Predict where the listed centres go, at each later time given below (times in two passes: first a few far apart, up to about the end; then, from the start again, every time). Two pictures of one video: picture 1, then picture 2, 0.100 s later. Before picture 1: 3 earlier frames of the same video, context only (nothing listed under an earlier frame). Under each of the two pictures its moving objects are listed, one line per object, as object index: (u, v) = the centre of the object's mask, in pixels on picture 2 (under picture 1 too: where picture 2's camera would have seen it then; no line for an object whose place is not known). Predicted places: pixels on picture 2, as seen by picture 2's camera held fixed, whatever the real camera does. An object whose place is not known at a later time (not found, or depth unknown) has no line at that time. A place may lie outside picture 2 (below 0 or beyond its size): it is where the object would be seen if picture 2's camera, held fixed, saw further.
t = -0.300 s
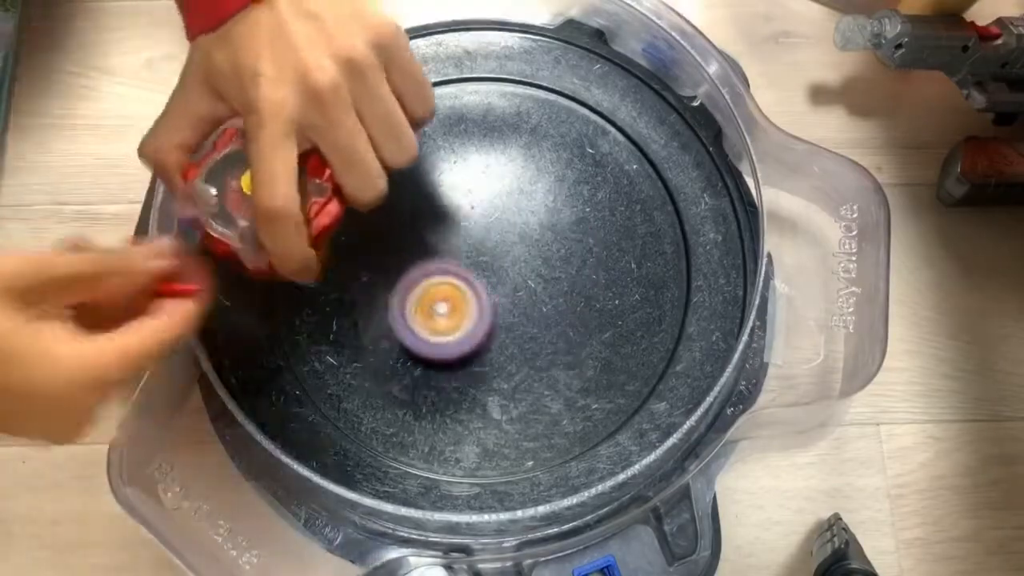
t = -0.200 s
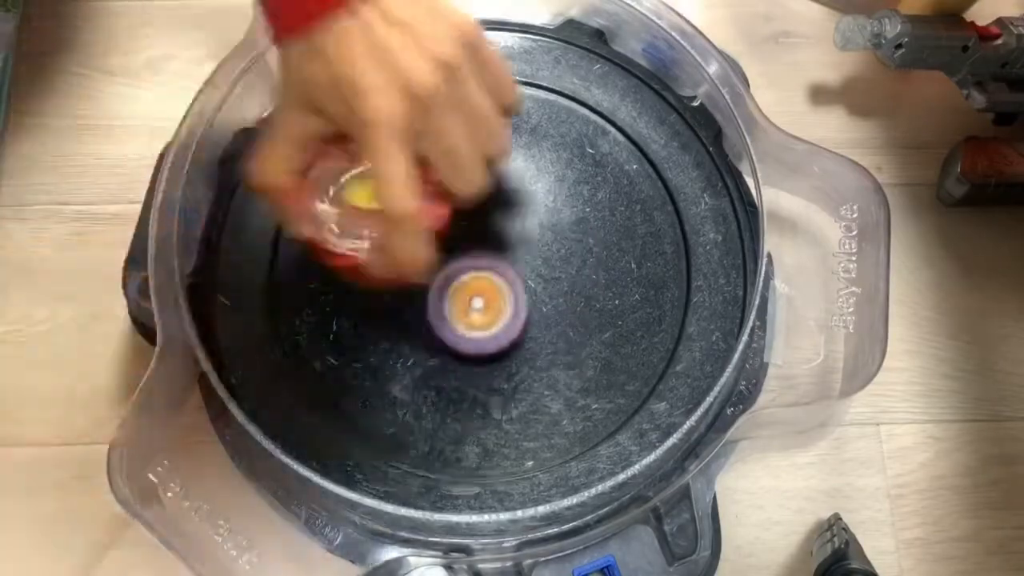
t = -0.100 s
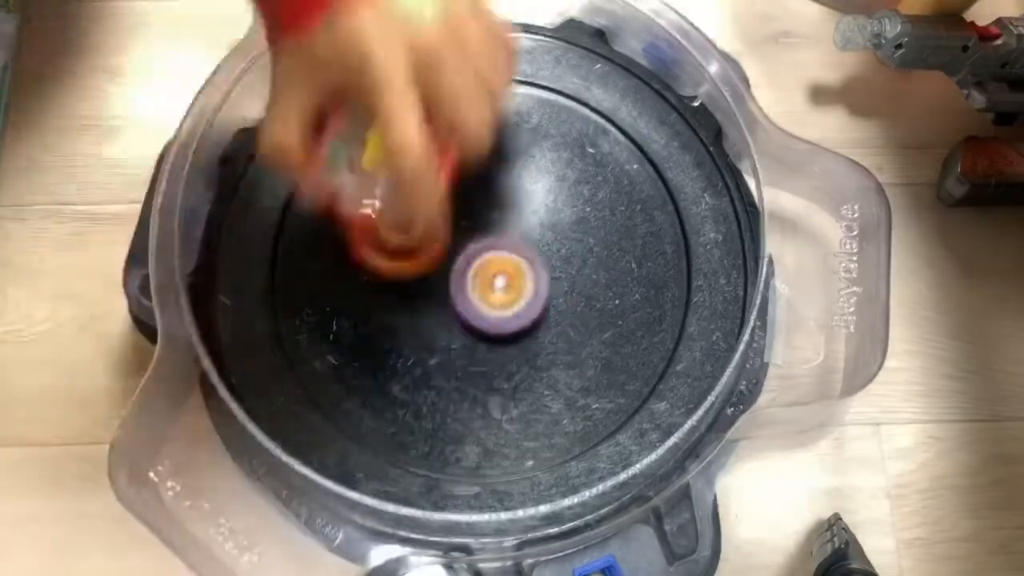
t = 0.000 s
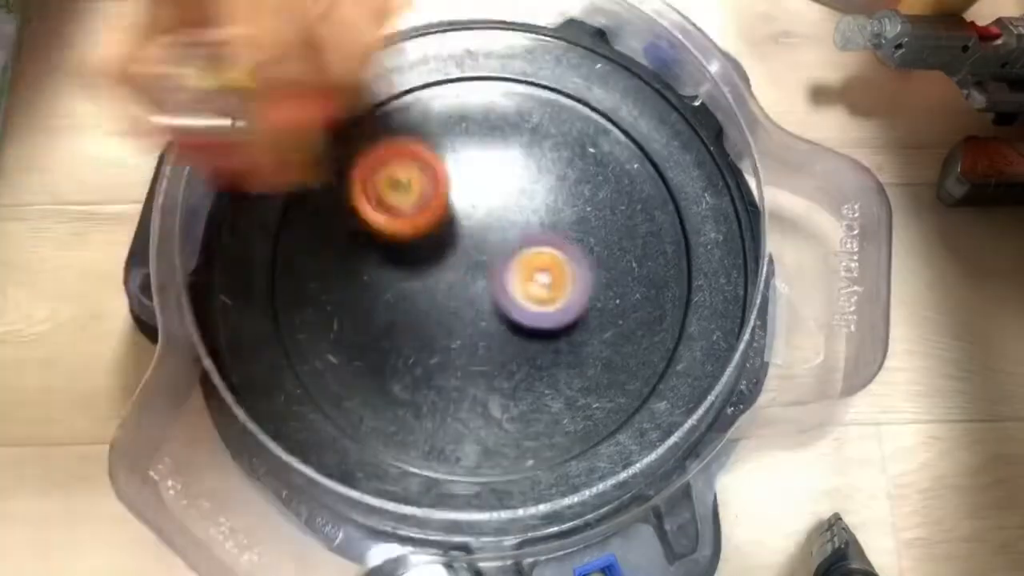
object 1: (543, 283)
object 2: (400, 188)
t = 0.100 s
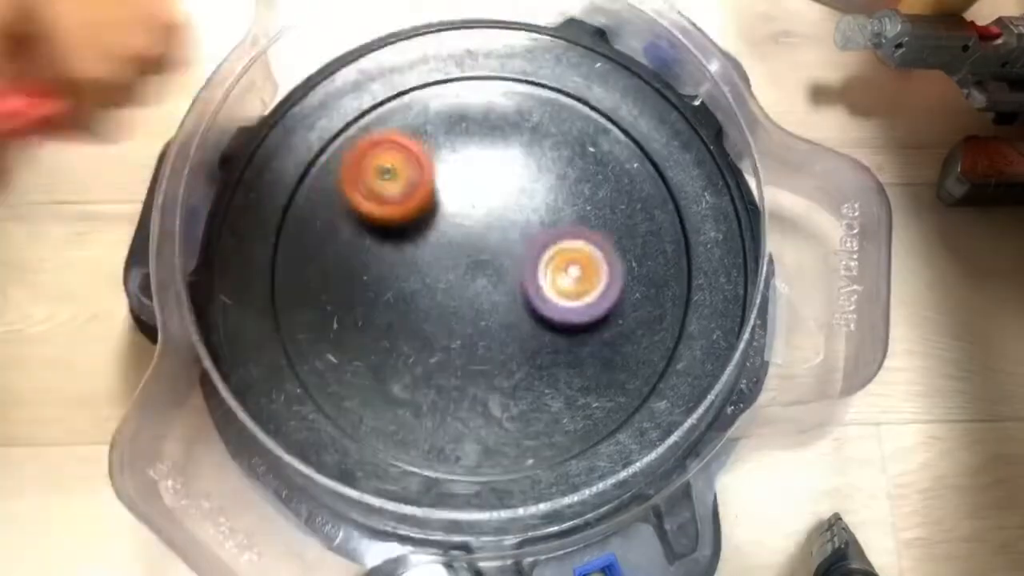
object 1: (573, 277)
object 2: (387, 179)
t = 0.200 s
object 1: (579, 258)
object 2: (358, 219)
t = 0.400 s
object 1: (550, 217)
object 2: (439, 437)
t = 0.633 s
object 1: (499, 223)
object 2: (730, 312)
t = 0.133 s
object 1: (576, 270)
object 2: (376, 184)
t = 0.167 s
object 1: (578, 265)
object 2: (366, 197)
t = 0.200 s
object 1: (579, 258)
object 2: (358, 219)
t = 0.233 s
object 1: (577, 251)
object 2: (351, 248)
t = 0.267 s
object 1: (573, 244)
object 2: (345, 284)
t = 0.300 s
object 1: (569, 238)
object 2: (353, 323)
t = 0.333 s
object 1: (563, 231)
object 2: (372, 365)
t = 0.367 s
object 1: (556, 224)
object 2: (401, 404)
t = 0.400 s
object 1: (550, 217)
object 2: (439, 437)
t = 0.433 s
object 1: (543, 213)
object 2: (483, 459)
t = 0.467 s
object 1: (535, 211)
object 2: (529, 459)
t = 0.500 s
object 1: (527, 212)
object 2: (572, 446)
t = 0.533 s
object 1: (520, 214)
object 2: (614, 423)
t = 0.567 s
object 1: (512, 217)
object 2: (660, 393)
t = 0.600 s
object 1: (505, 220)
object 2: (699, 354)
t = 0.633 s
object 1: (499, 223)
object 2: (730, 312)
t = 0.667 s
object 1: (495, 228)
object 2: (753, 258)
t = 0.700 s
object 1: (491, 233)
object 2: (755, 208)
